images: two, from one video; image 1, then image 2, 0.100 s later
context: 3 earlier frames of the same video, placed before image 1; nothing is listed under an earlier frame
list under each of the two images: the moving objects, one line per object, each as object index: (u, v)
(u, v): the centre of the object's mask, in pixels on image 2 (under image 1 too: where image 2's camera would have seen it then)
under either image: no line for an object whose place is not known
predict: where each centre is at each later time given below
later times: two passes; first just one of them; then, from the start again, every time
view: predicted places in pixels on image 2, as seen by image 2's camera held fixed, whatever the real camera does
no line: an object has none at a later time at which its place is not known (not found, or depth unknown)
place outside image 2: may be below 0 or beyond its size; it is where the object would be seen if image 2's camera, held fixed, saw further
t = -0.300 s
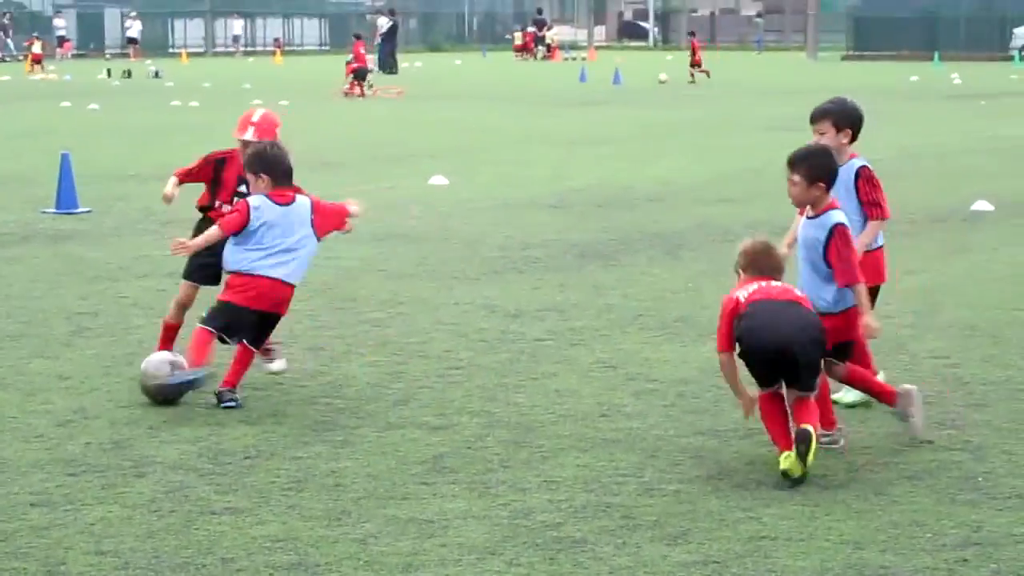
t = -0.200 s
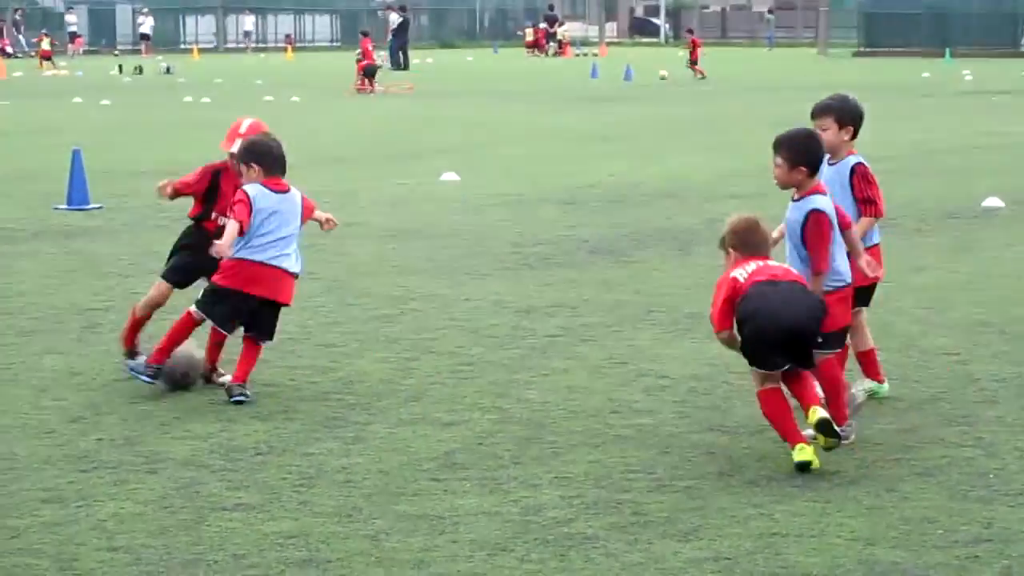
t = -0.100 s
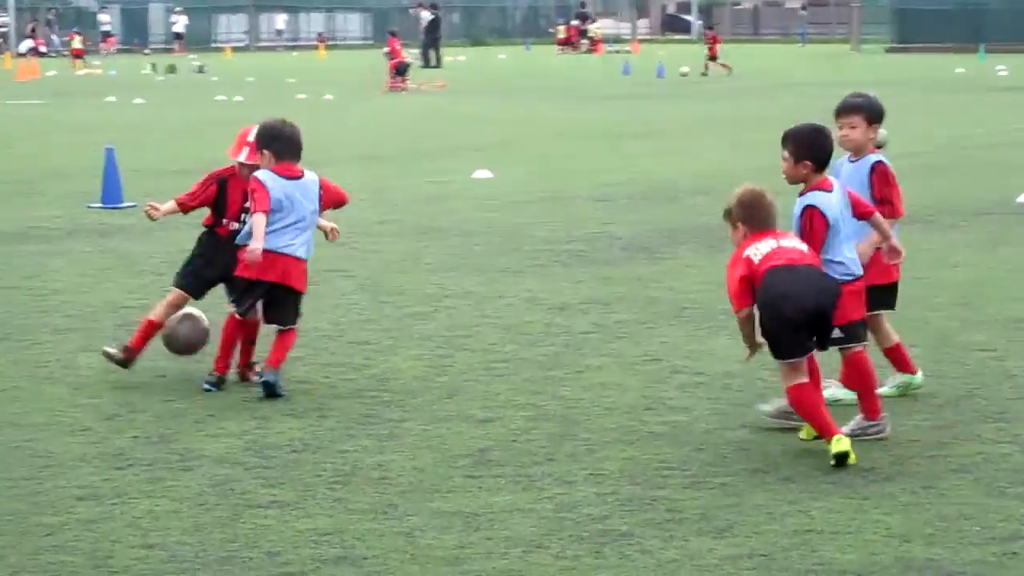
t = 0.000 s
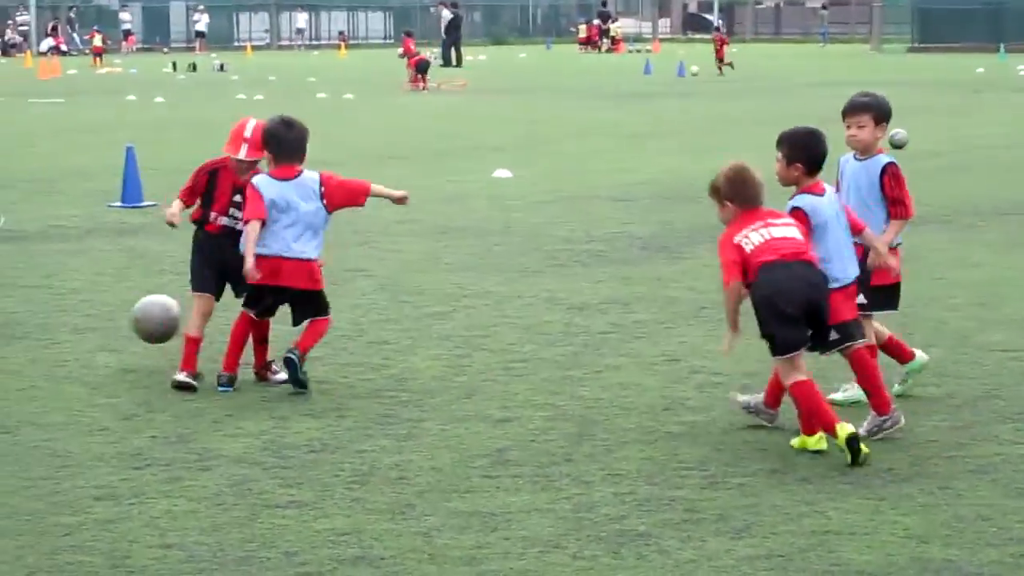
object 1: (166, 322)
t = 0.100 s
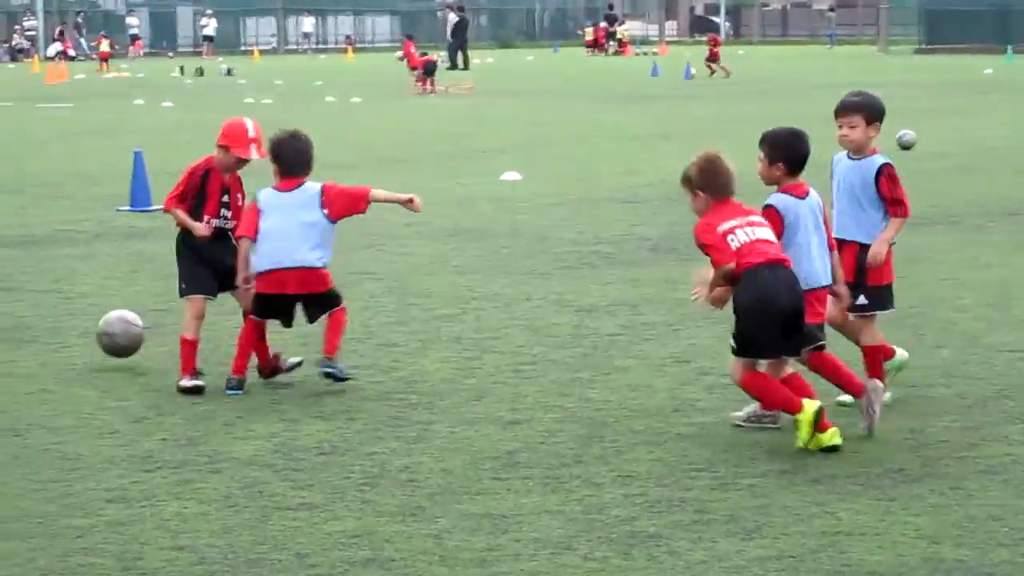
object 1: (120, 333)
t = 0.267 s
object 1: (63, 322)
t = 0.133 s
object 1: (106, 342)
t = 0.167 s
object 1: (94, 336)
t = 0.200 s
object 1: (83, 329)
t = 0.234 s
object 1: (74, 324)
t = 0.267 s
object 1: (63, 322)
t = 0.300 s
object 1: (53, 322)
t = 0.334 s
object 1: (43, 325)
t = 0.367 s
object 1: (32, 327)
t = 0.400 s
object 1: (21, 320)
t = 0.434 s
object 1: (11, 317)
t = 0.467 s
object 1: (-1, 316)
